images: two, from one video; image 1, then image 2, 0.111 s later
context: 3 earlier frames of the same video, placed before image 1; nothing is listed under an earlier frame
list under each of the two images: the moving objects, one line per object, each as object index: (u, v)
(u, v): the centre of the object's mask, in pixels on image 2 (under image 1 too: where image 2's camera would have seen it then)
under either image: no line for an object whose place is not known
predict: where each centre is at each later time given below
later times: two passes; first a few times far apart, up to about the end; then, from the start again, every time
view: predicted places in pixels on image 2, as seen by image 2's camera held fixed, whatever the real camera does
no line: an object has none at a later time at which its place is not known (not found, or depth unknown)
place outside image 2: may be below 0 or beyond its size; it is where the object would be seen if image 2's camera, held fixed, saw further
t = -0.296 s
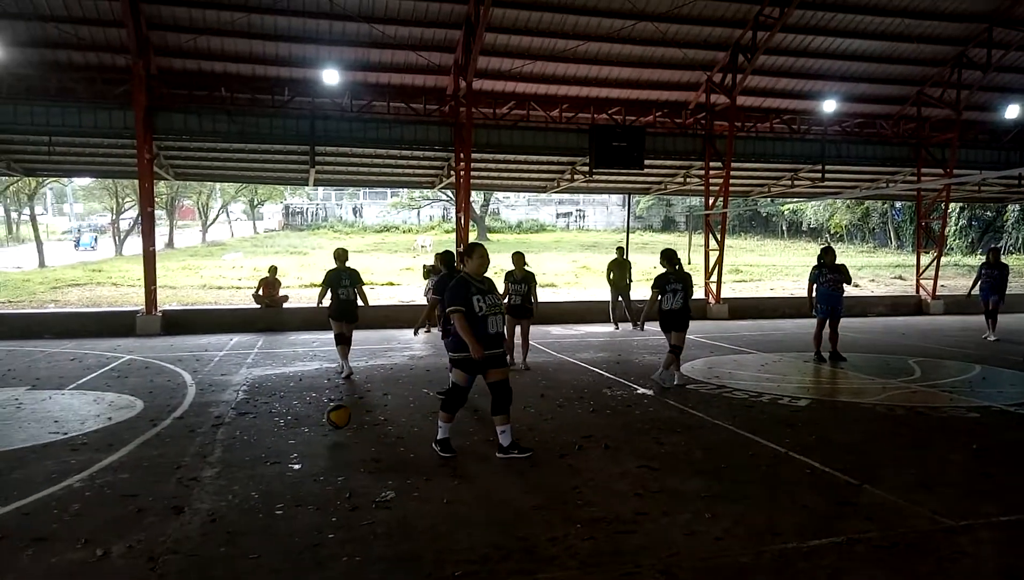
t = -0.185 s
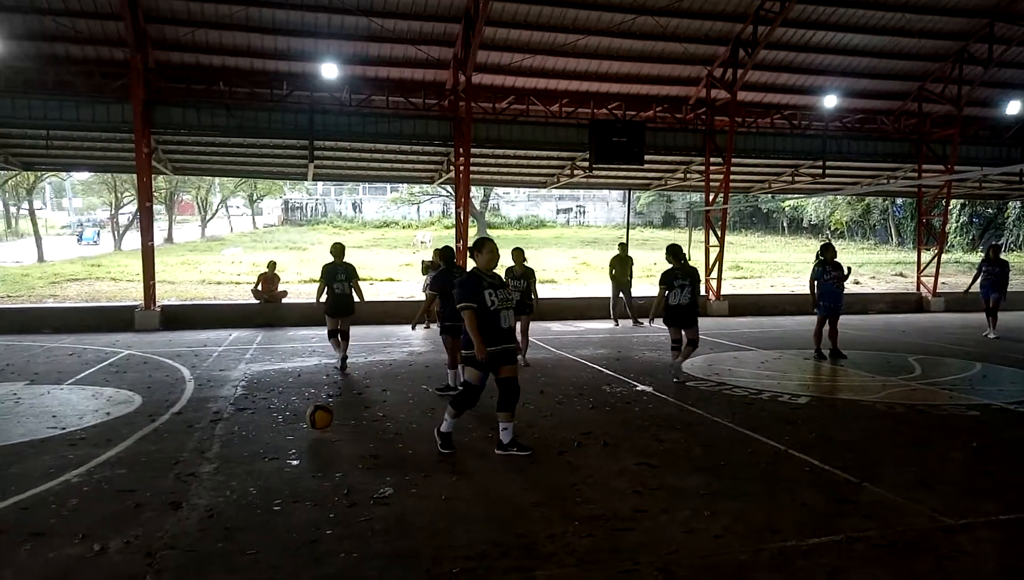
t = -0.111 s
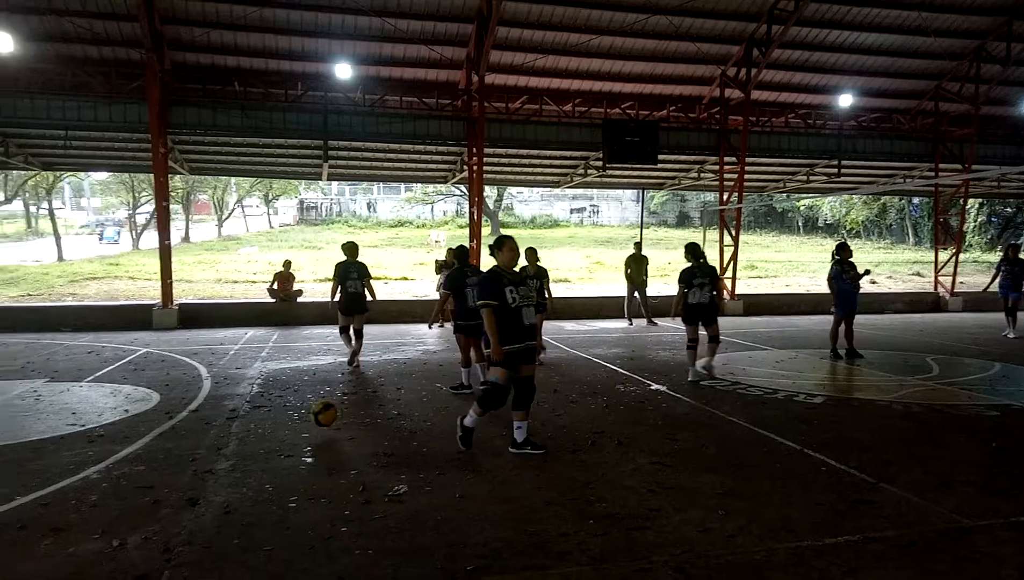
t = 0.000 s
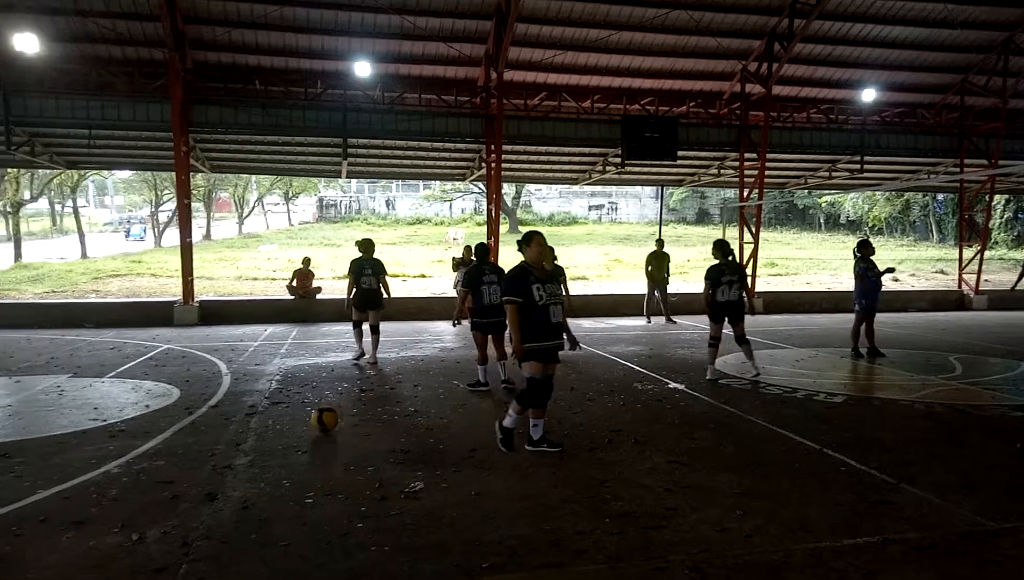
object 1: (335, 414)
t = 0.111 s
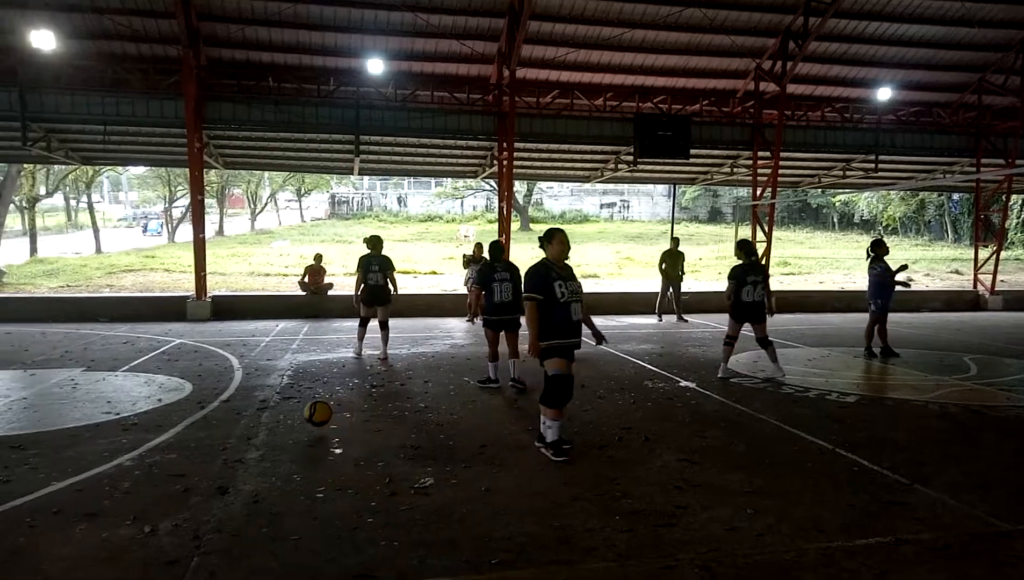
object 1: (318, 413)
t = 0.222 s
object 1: (300, 418)
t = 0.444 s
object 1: (261, 424)
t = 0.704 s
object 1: (215, 434)
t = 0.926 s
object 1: (173, 439)
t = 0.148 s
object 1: (312, 416)
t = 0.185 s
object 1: (306, 419)
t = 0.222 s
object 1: (300, 418)
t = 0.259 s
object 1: (293, 418)
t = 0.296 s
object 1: (287, 420)
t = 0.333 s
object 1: (281, 424)
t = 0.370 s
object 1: (275, 422)
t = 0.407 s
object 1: (269, 422)
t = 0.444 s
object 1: (261, 424)
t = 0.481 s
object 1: (255, 427)
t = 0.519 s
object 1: (249, 426)
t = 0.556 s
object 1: (242, 427)
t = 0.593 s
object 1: (236, 430)
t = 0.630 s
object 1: (229, 430)
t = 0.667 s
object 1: (222, 431)
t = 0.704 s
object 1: (215, 434)
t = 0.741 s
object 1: (208, 433)
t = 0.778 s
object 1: (201, 435)
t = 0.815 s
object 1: (194, 437)
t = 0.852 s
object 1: (188, 437)
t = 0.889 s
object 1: (180, 439)
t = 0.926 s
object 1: (173, 439)
